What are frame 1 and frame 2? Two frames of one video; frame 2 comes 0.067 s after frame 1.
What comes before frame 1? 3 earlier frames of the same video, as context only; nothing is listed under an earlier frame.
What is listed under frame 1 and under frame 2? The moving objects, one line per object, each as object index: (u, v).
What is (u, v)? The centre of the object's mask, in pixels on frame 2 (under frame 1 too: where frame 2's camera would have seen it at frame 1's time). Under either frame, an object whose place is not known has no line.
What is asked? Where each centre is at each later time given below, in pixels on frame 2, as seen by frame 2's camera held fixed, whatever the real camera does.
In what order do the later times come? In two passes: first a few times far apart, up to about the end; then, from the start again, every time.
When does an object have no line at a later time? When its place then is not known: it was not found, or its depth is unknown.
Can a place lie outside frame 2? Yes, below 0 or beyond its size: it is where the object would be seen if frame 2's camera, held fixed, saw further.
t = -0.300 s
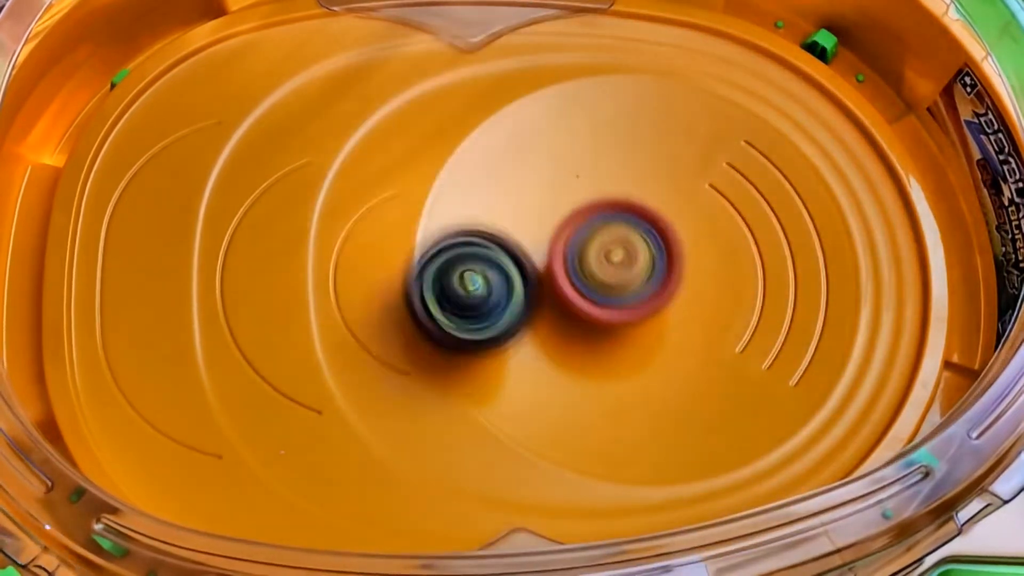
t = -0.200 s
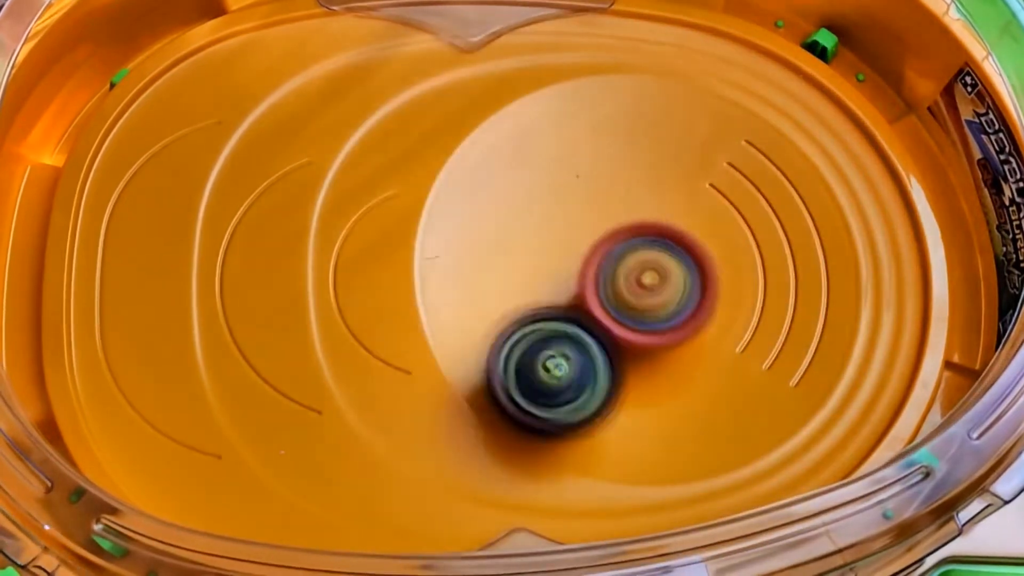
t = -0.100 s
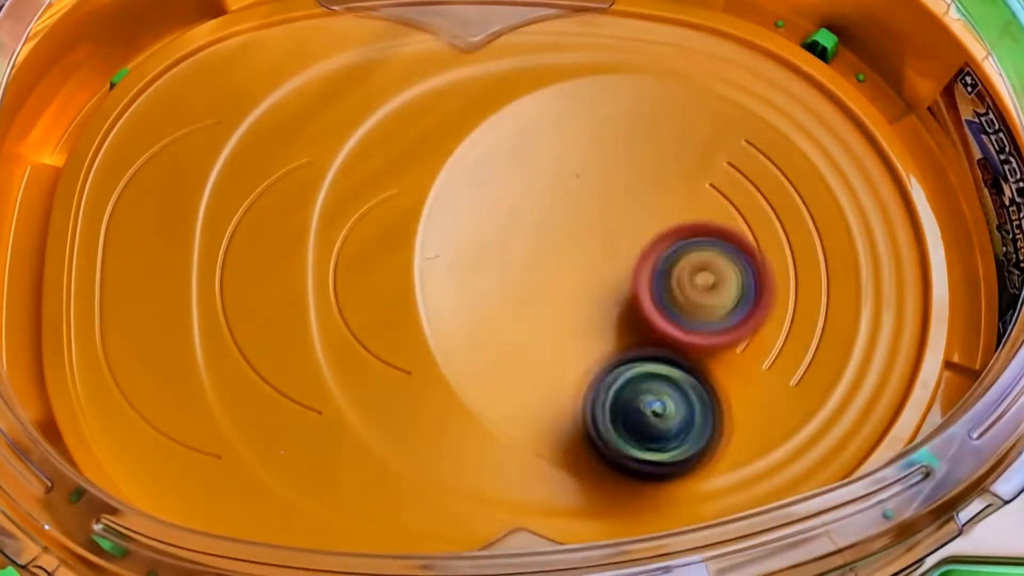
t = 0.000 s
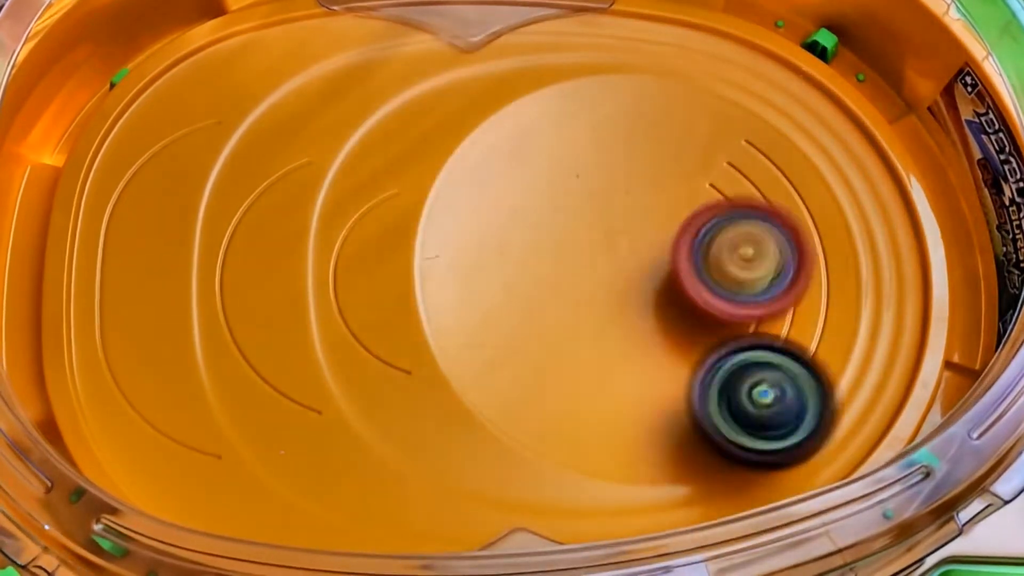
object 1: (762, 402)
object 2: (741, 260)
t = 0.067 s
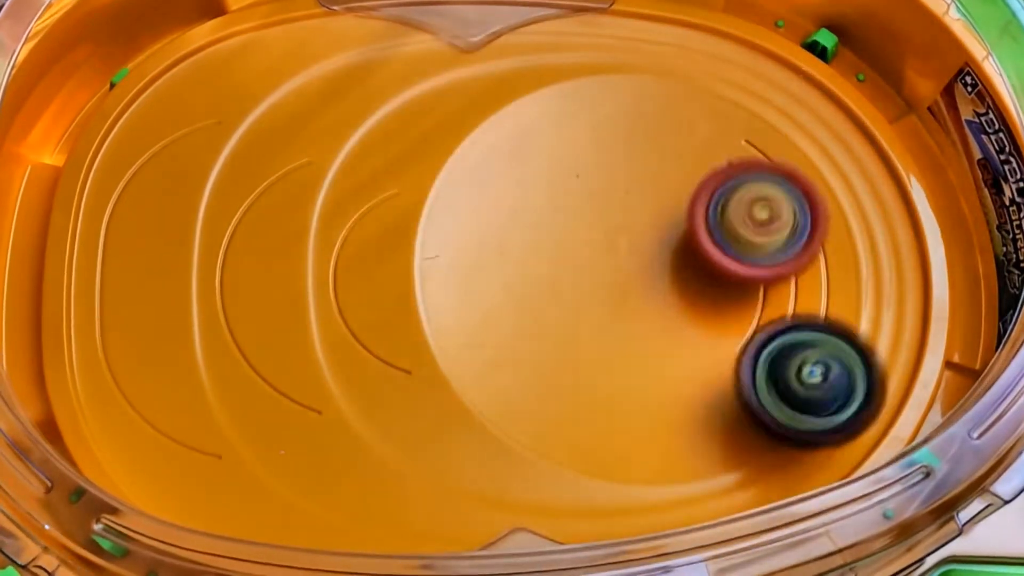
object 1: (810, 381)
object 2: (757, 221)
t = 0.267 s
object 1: (825, 256)
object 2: (695, 133)
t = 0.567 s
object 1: (624, 281)
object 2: (525, 149)
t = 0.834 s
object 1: (630, 450)
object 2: (557, 308)
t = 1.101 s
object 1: (714, 414)
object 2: (719, 269)
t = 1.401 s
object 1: (555, 299)
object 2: (720, 85)
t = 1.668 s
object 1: (498, 354)
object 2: (599, 109)
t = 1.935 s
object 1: (613, 310)
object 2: (665, 178)
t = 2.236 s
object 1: (548, 195)
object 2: (738, 140)
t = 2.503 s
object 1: (583, 262)
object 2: (731, 199)
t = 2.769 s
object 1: (580, 321)
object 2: (803, 238)
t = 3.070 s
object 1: (555, 189)
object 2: (817, 286)
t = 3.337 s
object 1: (440, 190)
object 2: (754, 322)
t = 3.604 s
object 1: (536, 180)
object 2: (727, 398)
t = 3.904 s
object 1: (622, 73)
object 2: (794, 443)
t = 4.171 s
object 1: (679, 143)
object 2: (722, 343)
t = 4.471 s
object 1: (804, 122)
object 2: (586, 259)
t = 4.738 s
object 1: (867, 180)
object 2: (602, 191)
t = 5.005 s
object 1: (845, 251)
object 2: (667, 176)
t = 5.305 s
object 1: (701, 327)
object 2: (665, 202)
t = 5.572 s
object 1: (572, 346)
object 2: (654, 242)
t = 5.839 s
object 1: (496, 260)
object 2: (660, 272)
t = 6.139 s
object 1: (561, 159)
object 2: (662, 263)
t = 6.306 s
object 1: (630, 135)
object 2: (665, 267)
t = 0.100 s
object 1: (825, 360)
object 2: (757, 204)
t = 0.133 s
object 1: (834, 336)
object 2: (752, 192)
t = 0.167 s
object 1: (837, 309)
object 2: (742, 182)
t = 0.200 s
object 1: (832, 281)
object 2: (732, 174)
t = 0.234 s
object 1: (826, 259)
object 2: (720, 162)
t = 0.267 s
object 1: (825, 256)
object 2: (695, 133)
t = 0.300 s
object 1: (817, 251)
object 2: (670, 111)
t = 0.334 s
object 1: (803, 243)
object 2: (648, 98)
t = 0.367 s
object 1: (781, 236)
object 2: (626, 91)
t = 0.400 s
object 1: (756, 232)
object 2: (607, 92)
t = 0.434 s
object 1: (727, 233)
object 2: (588, 97)
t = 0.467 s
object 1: (697, 240)
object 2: (570, 106)
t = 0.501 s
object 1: (670, 250)
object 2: (553, 118)
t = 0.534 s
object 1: (644, 264)
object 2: (538, 131)
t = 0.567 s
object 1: (624, 281)
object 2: (525, 149)
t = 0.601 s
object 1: (605, 302)
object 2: (513, 168)
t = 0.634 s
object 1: (592, 323)
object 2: (507, 190)
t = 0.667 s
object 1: (583, 348)
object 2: (504, 214)
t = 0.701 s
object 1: (580, 372)
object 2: (507, 237)
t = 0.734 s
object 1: (583, 396)
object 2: (513, 260)
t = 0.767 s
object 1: (591, 418)
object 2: (524, 279)
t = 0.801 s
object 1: (608, 436)
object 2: (540, 296)
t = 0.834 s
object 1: (630, 450)
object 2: (557, 308)
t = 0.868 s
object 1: (648, 456)
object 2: (579, 319)
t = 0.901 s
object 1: (661, 457)
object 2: (601, 324)
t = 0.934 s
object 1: (669, 455)
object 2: (622, 325)
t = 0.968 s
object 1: (678, 457)
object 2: (645, 315)
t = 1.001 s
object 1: (683, 455)
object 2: (668, 306)
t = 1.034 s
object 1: (689, 447)
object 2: (688, 294)
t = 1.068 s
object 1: (701, 435)
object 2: (705, 283)
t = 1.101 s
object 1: (714, 414)
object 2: (719, 269)
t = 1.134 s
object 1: (719, 388)
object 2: (728, 257)
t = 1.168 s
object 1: (712, 371)
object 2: (740, 229)
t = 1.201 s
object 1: (695, 356)
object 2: (752, 195)
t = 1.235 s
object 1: (675, 341)
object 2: (756, 167)
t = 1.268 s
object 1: (652, 329)
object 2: (756, 142)
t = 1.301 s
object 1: (628, 318)
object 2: (752, 122)
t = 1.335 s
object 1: (603, 308)
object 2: (743, 106)
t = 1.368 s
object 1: (580, 302)
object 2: (733, 94)
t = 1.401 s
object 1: (555, 299)
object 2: (720, 85)
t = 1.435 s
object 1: (531, 298)
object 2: (706, 78)
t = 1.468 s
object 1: (512, 300)
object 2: (690, 73)
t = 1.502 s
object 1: (496, 305)
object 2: (675, 69)
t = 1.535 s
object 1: (484, 313)
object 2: (659, 67)
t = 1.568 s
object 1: (475, 322)
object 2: (642, 69)
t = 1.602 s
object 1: (474, 334)
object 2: (625, 77)
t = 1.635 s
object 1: (481, 345)
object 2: (610, 91)
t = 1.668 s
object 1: (498, 354)
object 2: (599, 109)
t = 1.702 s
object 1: (515, 354)
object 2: (591, 132)
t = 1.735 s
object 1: (537, 346)
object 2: (587, 154)
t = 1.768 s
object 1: (559, 333)
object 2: (585, 177)
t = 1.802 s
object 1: (576, 321)
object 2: (591, 194)
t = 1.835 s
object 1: (582, 328)
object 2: (610, 186)
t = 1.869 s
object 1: (591, 329)
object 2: (630, 181)
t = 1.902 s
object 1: (602, 322)
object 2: (649, 179)
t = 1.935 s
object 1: (613, 310)
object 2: (665, 178)
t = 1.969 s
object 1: (621, 292)
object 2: (680, 176)
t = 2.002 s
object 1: (624, 276)
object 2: (697, 168)
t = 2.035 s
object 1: (621, 261)
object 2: (712, 161)
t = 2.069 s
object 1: (615, 242)
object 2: (723, 154)
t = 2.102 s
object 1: (605, 225)
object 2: (730, 146)
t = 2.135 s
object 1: (592, 210)
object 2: (737, 142)
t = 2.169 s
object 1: (578, 201)
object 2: (739, 142)
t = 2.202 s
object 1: (562, 195)
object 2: (739, 141)
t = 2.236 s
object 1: (548, 195)
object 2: (738, 140)
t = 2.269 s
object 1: (537, 200)
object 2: (736, 139)
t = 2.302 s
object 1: (530, 209)
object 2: (733, 140)
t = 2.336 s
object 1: (531, 221)
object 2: (728, 145)
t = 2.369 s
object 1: (537, 233)
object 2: (722, 154)
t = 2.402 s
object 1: (551, 245)
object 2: (717, 166)
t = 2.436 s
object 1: (568, 253)
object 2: (713, 178)
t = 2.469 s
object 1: (588, 258)
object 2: (710, 191)
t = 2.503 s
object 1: (583, 262)
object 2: (731, 199)
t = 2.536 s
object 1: (571, 269)
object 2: (757, 205)
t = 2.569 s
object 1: (562, 277)
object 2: (776, 211)
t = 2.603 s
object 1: (554, 286)
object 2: (791, 217)
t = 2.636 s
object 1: (551, 296)
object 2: (795, 222)
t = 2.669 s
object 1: (552, 307)
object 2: (798, 226)
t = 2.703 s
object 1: (558, 315)
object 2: (800, 230)
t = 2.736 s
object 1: (569, 321)
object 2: (802, 234)
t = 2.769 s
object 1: (580, 321)
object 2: (803, 238)
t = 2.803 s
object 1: (595, 318)
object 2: (803, 243)
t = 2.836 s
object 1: (609, 311)
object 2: (803, 248)
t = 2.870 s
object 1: (623, 299)
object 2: (800, 254)
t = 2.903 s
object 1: (633, 284)
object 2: (792, 256)
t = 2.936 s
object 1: (640, 266)
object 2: (784, 257)
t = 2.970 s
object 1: (621, 240)
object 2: (793, 264)
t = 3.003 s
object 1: (595, 218)
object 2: (807, 273)
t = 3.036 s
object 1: (575, 201)
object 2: (814, 280)
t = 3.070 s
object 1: (555, 189)
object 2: (817, 286)
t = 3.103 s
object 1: (536, 180)
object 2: (817, 292)
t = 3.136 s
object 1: (517, 172)
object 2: (816, 299)
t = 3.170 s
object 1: (499, 167)
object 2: (812, 305)
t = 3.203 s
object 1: (480, 164)
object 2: (805, 311)
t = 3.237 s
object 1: (463, 165)
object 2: (796, 316)
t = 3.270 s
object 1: (449, 169)
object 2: (783, 320)
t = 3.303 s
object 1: (442, 179)
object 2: (770, 321)
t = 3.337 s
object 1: (440, 190)
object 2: (754, 322)
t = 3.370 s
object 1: (445, 205)
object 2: (738, 323)
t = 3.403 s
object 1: (459, 221)
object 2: (723, 324)
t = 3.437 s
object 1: (480, 235)
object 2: (706, 324)
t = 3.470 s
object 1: (504, 245)
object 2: (689, 323)
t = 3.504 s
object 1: (529, 251)
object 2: (673, 321)
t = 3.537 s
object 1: (545, 248)
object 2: (669, 329)
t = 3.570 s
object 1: (538, 210)
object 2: (699, 370)
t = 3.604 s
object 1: (536, 180)
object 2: (727, 398)
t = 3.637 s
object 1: (541, 156)
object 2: (756, 421)
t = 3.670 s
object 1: (550, 140)
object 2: (777, 437)
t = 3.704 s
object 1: (560, 128)
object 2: (786, 443)
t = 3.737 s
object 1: (571, 116)
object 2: (791, 446)
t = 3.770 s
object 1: (583, 105)
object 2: (796, 446)
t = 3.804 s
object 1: (594, 96)
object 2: (798, 445)
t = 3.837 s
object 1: (605, 87)
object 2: (798, 445)
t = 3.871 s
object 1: (614, 79)
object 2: (796, 444)
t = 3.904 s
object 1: (622, 73)
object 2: (794, 443)
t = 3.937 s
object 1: (628, 71)
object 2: (794, 437)
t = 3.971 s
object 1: (631, 73)
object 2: (790, 432)
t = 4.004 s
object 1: (635, 78)
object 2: (782, 420)
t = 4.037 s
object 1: (640, 86)
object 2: (769, 407)
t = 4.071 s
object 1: (648, 99)
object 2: (757, 391)
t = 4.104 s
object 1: (657, 114)
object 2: (744, 375)
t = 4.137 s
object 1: (668, 130)
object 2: (733, 359)
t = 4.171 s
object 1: (679, 143)
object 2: (722, 343)
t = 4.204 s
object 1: (690, 158)
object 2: (712, 327)
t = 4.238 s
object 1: (703, 171)
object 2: (699, 309)
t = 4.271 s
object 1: (724, 174)
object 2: (678, 300)
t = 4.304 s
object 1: (750, 162)
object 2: (650, 300)
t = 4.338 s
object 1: (767, 153)
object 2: (626, 297)
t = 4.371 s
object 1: (780, 144)
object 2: (608, 289)
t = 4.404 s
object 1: (791, 137)
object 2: (596, 278)
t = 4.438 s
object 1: (799, 129)
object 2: (589, 268)
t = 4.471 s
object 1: (804, 122)
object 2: (586, 259)
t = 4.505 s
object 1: (808, 118)
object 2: (585, 249)
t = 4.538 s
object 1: (813, 119)
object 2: (583, 238)
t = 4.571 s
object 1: (820, 125)
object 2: (583, 228)
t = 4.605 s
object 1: (830, 133)
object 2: (585, 220)
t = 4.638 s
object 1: (840, 142)
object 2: (588, 211)
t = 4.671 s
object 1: (850, 152)
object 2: (592, 203)
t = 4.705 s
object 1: (858, 166)
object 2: (596, 197)
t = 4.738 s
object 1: (867, 180)
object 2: (602, 191)
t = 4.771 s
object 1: (874, 193)
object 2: (609, 185)
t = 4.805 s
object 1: (874, 202)
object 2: (616, 179)
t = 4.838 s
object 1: (875, 214)
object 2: (623, 176)
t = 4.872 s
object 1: (875, 228)
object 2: (632, 174)
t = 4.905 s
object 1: (873, 240)
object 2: (641, 171)
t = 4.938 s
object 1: (870, 248)
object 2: (649, 171)
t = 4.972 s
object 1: (862, 252)
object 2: (658, 173)
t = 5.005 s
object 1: (845, 251)
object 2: (667, 176)
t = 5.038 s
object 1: (824, 250)
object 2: (675, 180)
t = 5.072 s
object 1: (805, 252)
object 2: (680, 183)
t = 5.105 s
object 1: (790, 261)
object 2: (676, 180)
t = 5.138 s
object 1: (772, 271)
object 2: (672, 178)
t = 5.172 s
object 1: (755, 286)
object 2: (667, 176)
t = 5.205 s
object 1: (745, 296)
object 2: (664, 180)
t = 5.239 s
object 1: (732, 307)
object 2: (667, 189)
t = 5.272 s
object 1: (716, 316)
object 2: (665, 198)
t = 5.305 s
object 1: (701, 327)
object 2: (665, 202)
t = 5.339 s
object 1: (684, 335)
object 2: (664, 208)
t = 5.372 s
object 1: (671, 341)
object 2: (662, 215)
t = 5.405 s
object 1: (655, 347)
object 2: (660, 220)
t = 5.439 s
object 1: (637, 351)
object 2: (659, 224)
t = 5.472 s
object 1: (619, 353)
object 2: (658, 228)
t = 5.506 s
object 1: (604, 353)
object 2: (656, 231)
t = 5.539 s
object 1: (589, 350)
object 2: (654, 237)
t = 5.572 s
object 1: (572, 346)
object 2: (654, 242)
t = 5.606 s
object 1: (557, 340)
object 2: (652, 246)
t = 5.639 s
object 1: (543, 332)
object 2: (653, 252)
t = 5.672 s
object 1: (531, 323)
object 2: (654, 256)
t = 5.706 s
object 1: (520, 312)
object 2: (654, 260)
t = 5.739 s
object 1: (511, 300)
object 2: (656, 265)
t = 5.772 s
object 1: (504, 287)
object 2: (658, 267)
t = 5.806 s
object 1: (499, 273)
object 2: (658, 269)
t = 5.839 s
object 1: (496, 260)
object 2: (660, 272)
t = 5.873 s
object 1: (495, 246)
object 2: (662, 273)
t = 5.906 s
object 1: (497, 231)
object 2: (661, 274)
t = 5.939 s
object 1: (501, 217)
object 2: (663, 275)
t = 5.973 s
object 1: (507, 205)
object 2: (663, 274)
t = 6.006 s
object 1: (516, 193)
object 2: (663, 273)
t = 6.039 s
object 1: (525, 183)
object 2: (663, 272)
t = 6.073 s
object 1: (536, 174)
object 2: (663, 268)
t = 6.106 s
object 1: (548, 166)
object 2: (661, 266)
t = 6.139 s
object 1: (561, 159)
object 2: (662, 263)
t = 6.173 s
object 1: (574, 154)
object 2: (659, 258)
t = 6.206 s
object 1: (587, 147)
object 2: (658, 258)
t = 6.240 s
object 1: (600, 139)
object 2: (660, 261)
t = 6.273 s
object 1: (617, 135)
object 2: (662, 264)
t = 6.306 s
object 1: (630, 135)
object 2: (665, 267)
